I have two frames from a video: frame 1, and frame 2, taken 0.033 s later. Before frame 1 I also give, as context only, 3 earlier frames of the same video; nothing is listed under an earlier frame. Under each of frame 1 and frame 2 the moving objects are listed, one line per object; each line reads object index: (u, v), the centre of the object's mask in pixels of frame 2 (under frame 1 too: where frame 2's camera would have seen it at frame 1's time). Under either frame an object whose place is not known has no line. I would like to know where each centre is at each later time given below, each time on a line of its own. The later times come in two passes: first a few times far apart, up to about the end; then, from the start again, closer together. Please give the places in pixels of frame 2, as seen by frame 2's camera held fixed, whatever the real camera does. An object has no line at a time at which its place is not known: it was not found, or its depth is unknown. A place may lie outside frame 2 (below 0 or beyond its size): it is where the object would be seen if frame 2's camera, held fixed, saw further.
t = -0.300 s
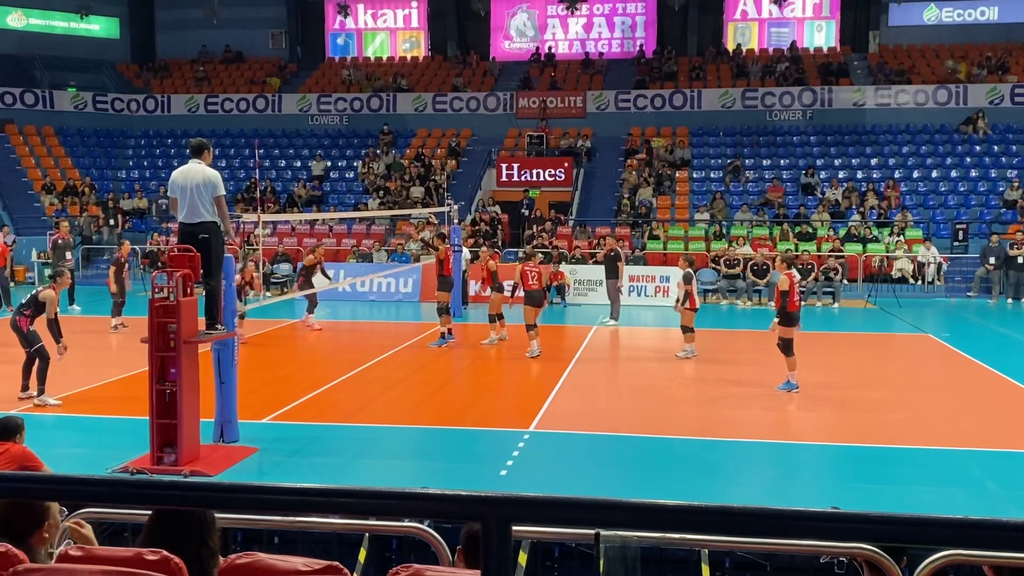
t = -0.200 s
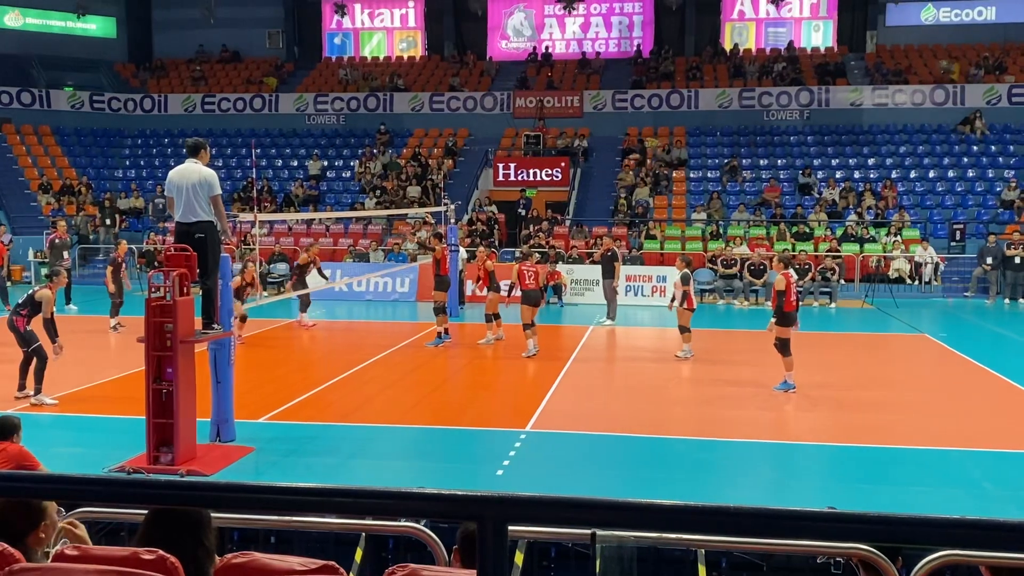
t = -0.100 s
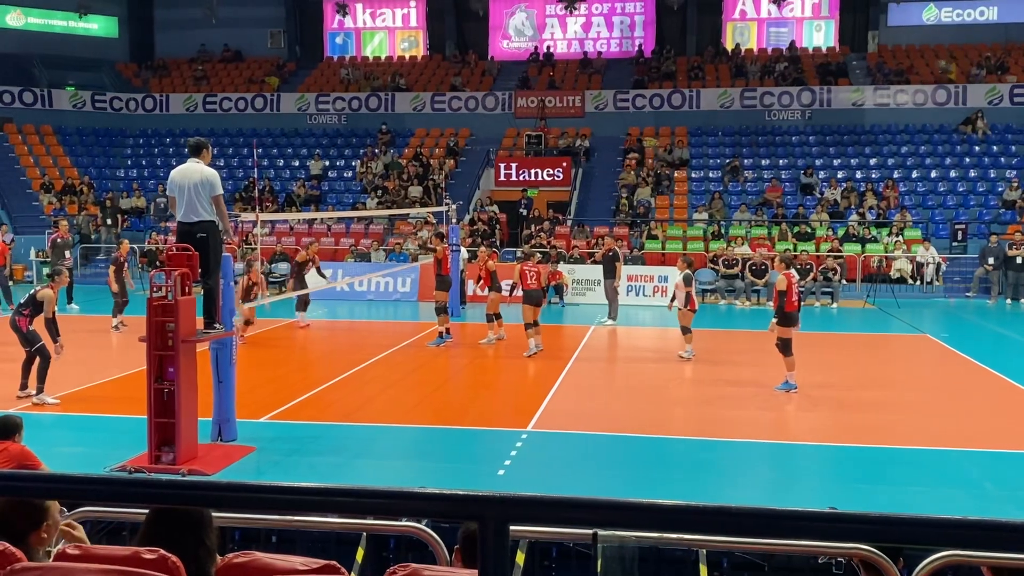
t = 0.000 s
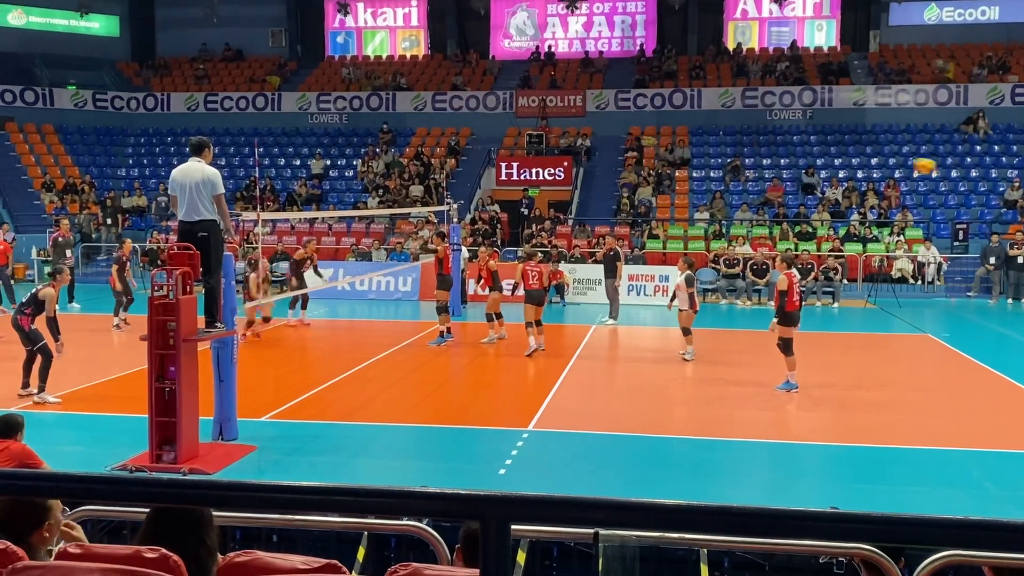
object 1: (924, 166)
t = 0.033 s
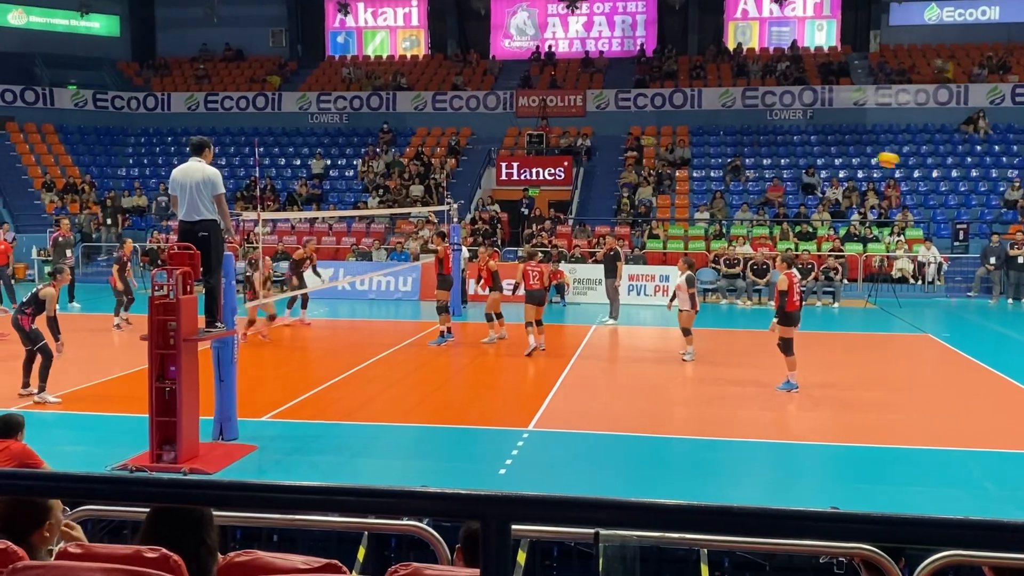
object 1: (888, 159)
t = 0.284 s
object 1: (634, 141)
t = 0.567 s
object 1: (389, 171)
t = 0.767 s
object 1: (234, 220)
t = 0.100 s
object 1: (815, 150)
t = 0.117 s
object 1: (798, 148)
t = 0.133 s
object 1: (781, 146)
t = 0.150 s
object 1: (763, 145)
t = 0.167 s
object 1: (746, 144)
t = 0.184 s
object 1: (729, 143)
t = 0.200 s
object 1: (713, 142)
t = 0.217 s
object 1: (697, 141)
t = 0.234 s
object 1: (681, 140)
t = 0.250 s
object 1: (664, 140)
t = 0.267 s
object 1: (649, 140)
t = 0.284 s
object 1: (634, 141)
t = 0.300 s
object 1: (618, 141)
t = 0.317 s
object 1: (602, 141)
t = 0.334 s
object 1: (587, 142)
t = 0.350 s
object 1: (571, 142)
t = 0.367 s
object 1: (557, 143)
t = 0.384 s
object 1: (542, 145)
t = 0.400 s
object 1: (528, 146)
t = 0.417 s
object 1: (512, 147)
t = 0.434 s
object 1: (498, 149)
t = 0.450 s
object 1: (484, 151)
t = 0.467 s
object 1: (471, 154)
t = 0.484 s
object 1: (456, 156)
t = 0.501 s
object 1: (442, 159)
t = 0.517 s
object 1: (430, 162)
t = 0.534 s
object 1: (415, 164)
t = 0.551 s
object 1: (401, 168)
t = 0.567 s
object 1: (389, 171)
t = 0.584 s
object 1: (374, 175)
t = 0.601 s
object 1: (361, 179)
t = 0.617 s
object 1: (347, 182)
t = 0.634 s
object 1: (334, 187)
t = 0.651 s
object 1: (320, 191)
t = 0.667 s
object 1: (306, 194)
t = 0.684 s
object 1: (295, 198)
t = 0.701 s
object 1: (281, 203)
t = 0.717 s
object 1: (269, 206)
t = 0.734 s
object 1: (256, 209)
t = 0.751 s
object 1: (240, 214)
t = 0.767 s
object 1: (234, 220)
